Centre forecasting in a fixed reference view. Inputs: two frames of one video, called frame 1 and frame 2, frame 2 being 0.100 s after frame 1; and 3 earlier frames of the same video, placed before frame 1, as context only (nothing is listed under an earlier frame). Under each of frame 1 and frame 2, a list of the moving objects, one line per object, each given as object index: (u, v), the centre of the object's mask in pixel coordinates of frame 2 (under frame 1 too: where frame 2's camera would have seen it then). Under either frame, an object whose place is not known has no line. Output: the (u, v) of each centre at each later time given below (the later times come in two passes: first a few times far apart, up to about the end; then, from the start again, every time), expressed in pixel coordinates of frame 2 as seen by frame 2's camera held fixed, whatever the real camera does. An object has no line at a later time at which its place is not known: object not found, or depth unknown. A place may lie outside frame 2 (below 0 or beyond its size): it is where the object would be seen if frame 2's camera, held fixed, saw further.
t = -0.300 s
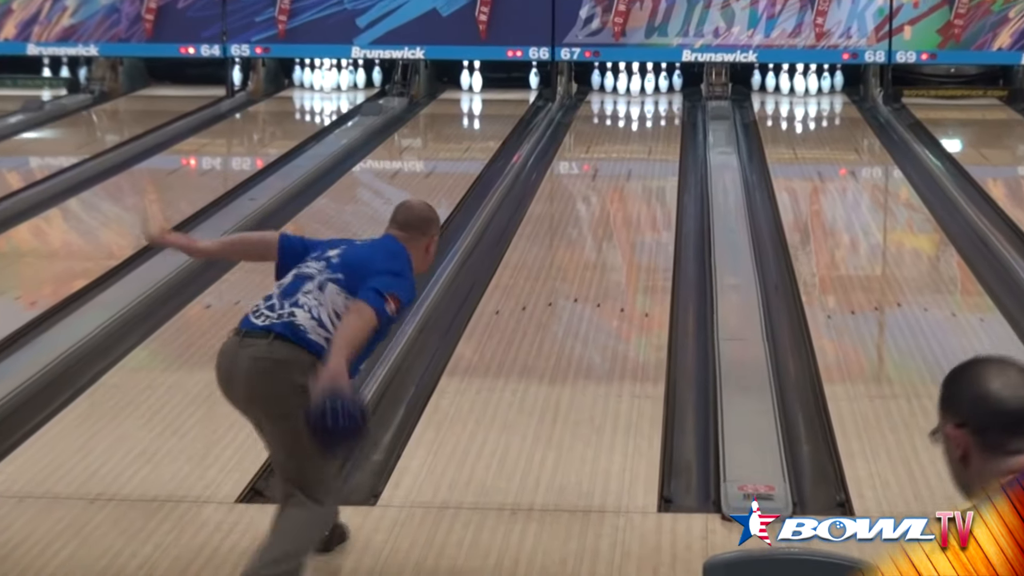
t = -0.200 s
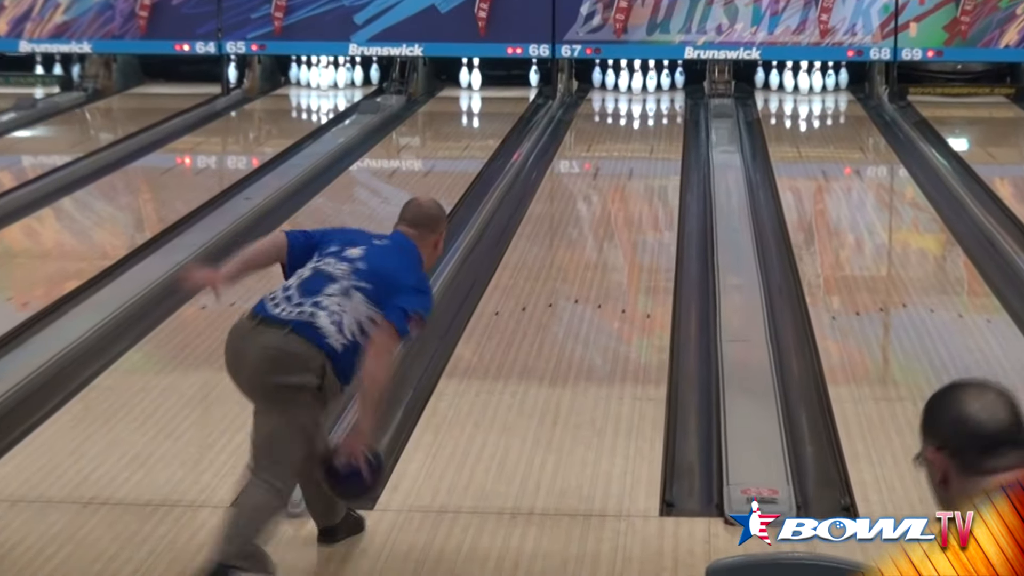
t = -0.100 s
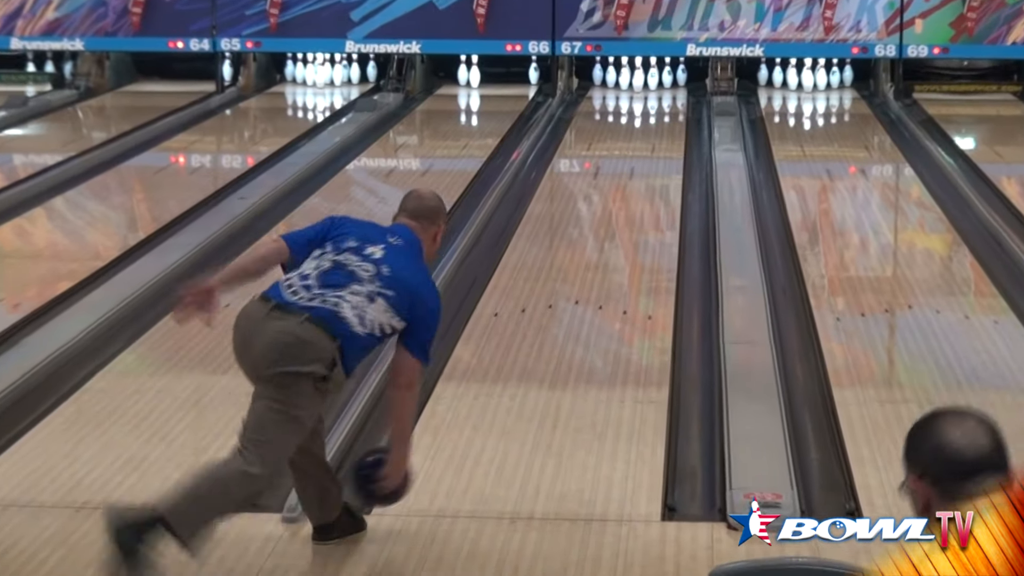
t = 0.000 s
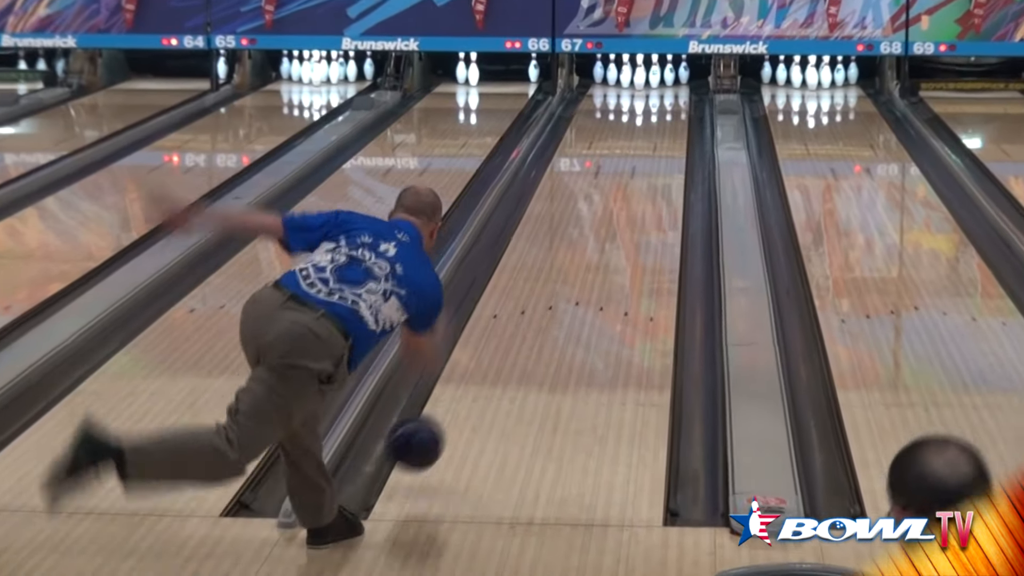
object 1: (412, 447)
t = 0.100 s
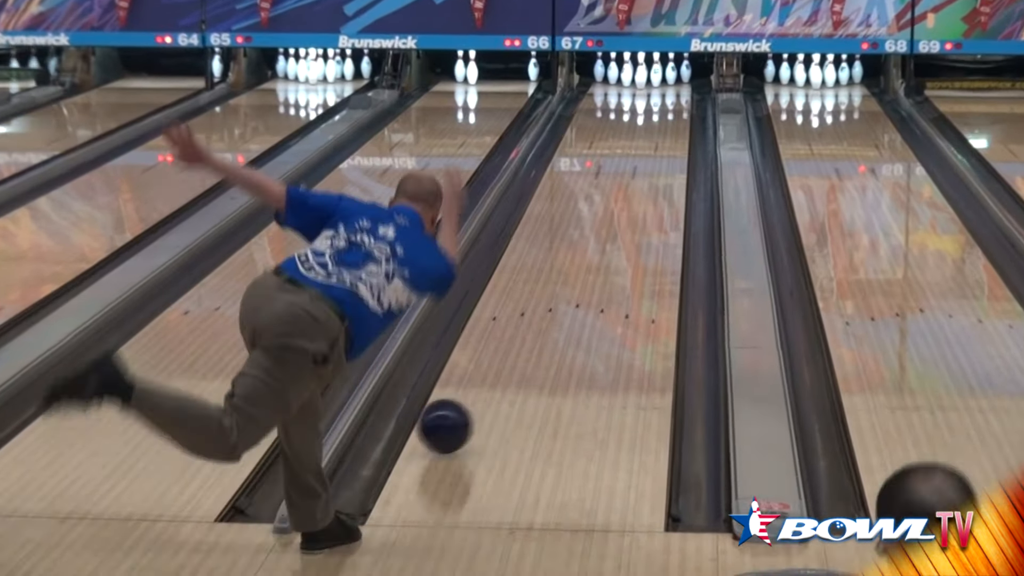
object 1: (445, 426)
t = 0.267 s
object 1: (490, 370)
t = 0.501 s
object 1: (539, 306)
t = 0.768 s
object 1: (580, 252)
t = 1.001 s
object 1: (609, 214)
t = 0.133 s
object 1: (455, 415)
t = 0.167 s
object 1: (464, 402)
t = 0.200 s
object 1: (473, 392)
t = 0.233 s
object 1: (482, 381)
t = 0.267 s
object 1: (490, 370)
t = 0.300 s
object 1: (498, 360)
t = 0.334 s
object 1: (505, 350)
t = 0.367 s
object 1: (512, 340)
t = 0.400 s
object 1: (520, 331)
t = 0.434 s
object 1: (526, 323)
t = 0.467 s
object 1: (533, 314)
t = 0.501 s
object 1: (539, 306)
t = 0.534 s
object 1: (544, 299)
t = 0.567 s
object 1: (550, 291)
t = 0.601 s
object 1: (555, 284)
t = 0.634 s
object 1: (561, 278)
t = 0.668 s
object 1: (565, 271)
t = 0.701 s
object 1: (570, 265)
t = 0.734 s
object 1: (575, 259)
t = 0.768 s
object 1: (580, 252)
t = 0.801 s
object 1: (585, 246)
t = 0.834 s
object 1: (589, 241)
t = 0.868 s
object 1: (593, 235)
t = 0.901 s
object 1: (597, 230)
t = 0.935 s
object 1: (601, 224)
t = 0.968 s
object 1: (605, 219)
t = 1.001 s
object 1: (609, 214)
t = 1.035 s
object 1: (612, 209)
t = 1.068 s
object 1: (616, 204)
